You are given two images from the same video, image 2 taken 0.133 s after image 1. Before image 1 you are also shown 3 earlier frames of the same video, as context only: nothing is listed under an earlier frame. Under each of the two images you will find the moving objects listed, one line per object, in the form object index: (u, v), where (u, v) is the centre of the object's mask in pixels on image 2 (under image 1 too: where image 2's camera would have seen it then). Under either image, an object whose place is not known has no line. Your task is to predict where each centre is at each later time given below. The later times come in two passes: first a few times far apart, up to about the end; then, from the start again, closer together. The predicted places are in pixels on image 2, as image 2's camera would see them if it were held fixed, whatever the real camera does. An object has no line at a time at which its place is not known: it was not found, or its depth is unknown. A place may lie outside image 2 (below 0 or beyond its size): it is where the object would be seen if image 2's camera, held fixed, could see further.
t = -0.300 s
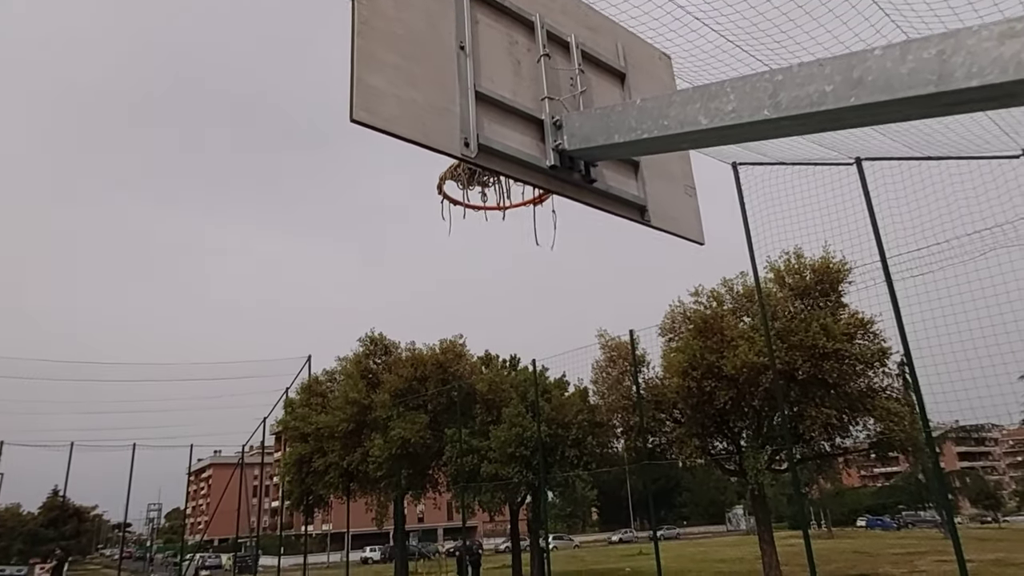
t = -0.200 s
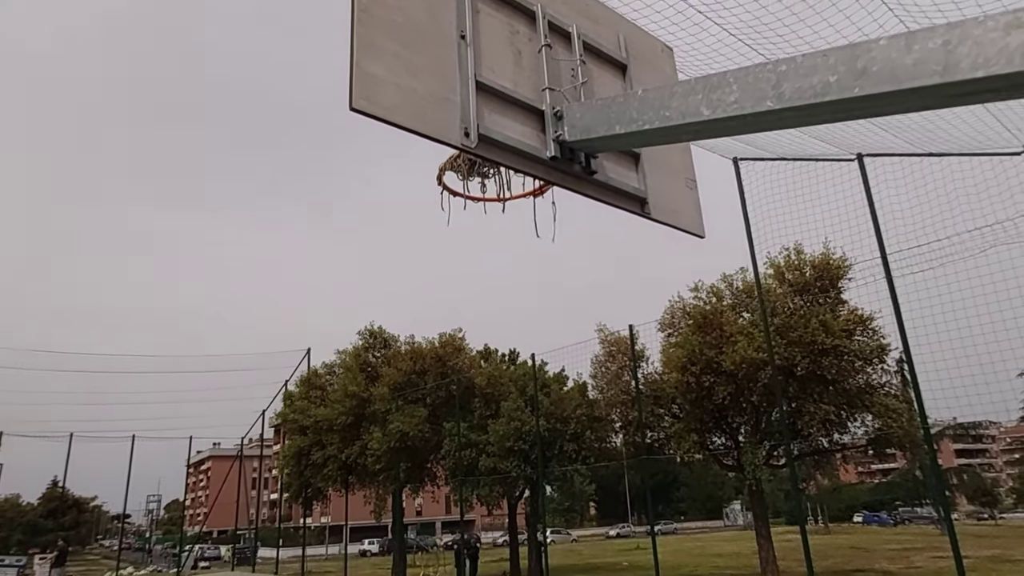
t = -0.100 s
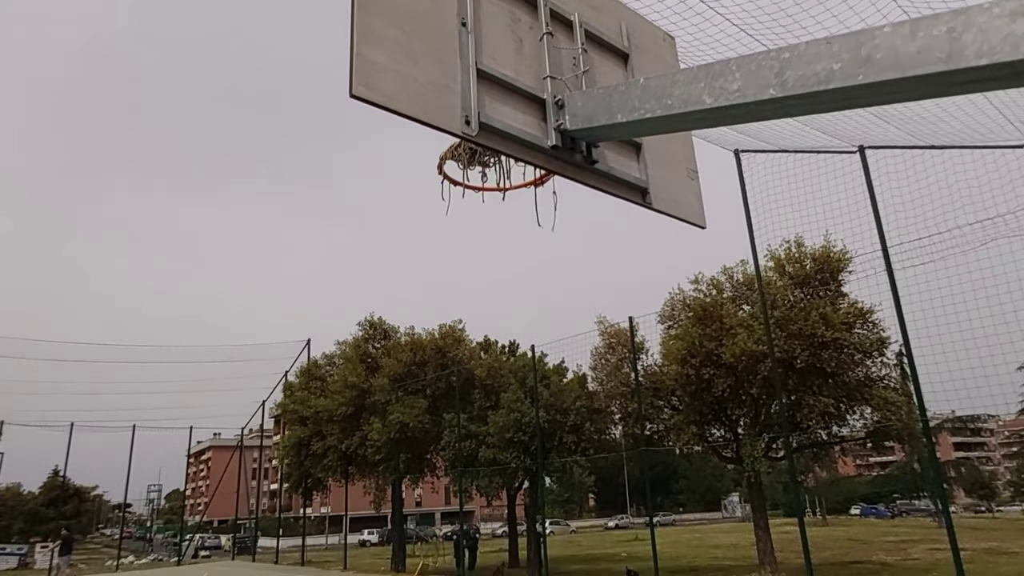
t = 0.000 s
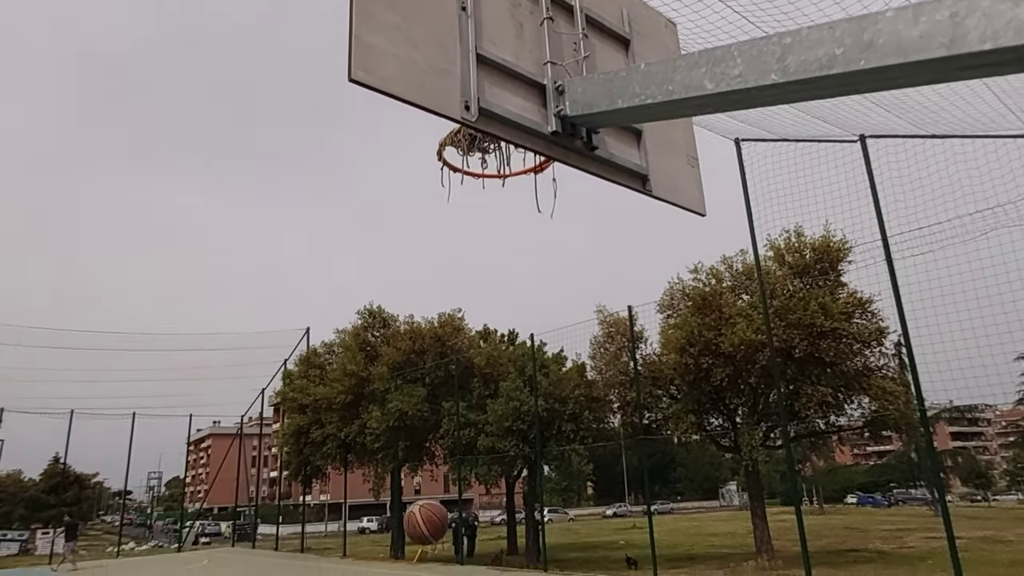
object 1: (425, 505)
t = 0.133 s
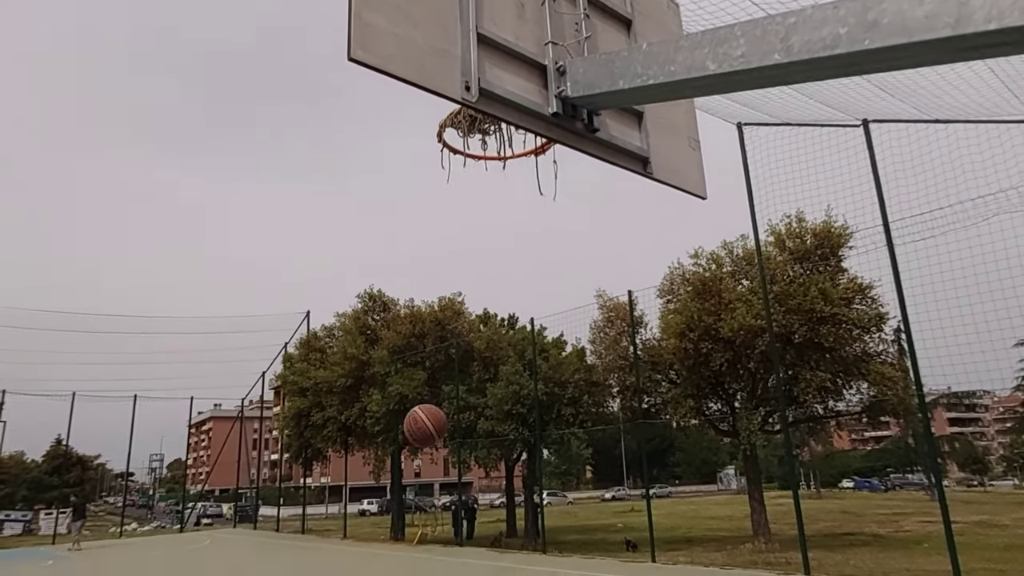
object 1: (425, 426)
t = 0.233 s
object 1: (425, 390)
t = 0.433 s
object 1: (425, 371)
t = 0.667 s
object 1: (427, 432)
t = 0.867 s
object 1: (431, 566)
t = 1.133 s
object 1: (430, 705)
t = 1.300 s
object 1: (422, 585)
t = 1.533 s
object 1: (413, 510)
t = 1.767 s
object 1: (405, 532)
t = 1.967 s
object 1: (396, 629)
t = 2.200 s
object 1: (387, 690)
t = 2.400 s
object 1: (382, 604)
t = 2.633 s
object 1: (375, 591)
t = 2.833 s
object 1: (369, 655)
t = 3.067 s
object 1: (360, 700)
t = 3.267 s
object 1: (349, 640)
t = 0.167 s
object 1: (425, 412)
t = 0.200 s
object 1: (425, 400)
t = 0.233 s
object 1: (425, 390)
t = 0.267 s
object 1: (425, 382)
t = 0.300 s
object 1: (425, 377)
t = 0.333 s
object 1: (425, 373)
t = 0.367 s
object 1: (425, 371)
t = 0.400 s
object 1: (425, 371)
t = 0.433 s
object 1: (425, 371)
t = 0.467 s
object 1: (426, 374)
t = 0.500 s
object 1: (426, 379)
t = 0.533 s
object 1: (427, 386)
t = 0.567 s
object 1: (427, 394)
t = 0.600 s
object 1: (427, 405)
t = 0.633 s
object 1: (428, 418)
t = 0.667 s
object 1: (427, 432)
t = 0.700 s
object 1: (428, 448)
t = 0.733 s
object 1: (429, 467)
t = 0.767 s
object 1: (429, 488)
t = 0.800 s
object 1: (430, 511)
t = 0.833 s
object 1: (431, 538)
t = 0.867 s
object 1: (431, 566)
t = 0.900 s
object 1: (432, 597)
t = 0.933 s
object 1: (432, 630)
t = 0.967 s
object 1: (433, 665)
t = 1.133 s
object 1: (430, 705)
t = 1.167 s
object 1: (428, 675)
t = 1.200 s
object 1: (427, 650)
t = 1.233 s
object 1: (425, 626)
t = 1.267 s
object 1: (423, 604)
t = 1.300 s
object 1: (422, 585)
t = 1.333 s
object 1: (420, 568)
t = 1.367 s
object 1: (419, 554)
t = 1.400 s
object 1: (418, 541)
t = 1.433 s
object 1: (416, 529)
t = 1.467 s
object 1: (415, 521)
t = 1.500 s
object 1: (414, 514)
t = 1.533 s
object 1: (413, 510)
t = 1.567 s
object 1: (412, 508)
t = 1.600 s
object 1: (411, 507)
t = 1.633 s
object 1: (410, 508)
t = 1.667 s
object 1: (408, 511)
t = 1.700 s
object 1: (407, 517)
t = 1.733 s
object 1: (406, 523)
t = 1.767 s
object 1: (405, 532)
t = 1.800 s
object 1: (403, 545)
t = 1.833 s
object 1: (401, 558)
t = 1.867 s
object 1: (400, 572)
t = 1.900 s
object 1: (399, 589)
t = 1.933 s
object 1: (397, 608)
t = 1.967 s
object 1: (396, 629)
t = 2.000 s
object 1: (394, 652)
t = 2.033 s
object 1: (393, 677)
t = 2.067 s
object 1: (391, 705)
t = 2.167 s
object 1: (388, 711)
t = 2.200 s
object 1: (387, 690)
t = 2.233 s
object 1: (387, 671)
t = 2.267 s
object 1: (386, 653)
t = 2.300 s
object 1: (386, 638)
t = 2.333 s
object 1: (384, 625)
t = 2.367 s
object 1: (383, 614)
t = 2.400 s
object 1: (382, 604)
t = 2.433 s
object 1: (382, 597)
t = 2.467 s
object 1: (381, 591)
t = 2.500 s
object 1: (380, 588)
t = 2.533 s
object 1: (378, 586)
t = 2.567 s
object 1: (378, 586)
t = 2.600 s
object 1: (376, 587)
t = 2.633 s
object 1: (375, 591)
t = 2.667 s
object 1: (374, 597)
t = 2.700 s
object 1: (373, 604)
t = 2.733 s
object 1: (372, 614)
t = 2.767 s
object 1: (371, 625)
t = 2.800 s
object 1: (370, 639)
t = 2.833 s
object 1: (369, 655)
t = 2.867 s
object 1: (368, 673)
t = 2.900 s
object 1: (367, 692)
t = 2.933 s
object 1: (366, 714)
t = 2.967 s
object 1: (365, 739)
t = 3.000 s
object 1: (363, 736)
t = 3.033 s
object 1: (362, 717)
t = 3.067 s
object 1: (360, 700)
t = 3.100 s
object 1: (358, 685)
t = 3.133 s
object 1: (356, 672)
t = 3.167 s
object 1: (355, 661)
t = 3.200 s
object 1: (353, 652)
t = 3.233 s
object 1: (351, 644)
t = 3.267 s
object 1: (349, 640)
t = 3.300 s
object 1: (347, 636)
